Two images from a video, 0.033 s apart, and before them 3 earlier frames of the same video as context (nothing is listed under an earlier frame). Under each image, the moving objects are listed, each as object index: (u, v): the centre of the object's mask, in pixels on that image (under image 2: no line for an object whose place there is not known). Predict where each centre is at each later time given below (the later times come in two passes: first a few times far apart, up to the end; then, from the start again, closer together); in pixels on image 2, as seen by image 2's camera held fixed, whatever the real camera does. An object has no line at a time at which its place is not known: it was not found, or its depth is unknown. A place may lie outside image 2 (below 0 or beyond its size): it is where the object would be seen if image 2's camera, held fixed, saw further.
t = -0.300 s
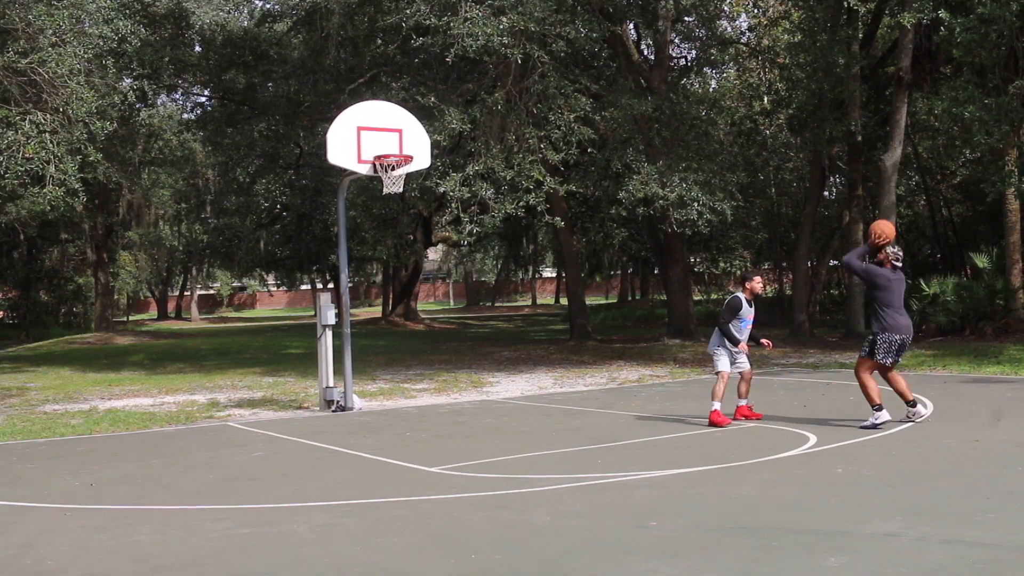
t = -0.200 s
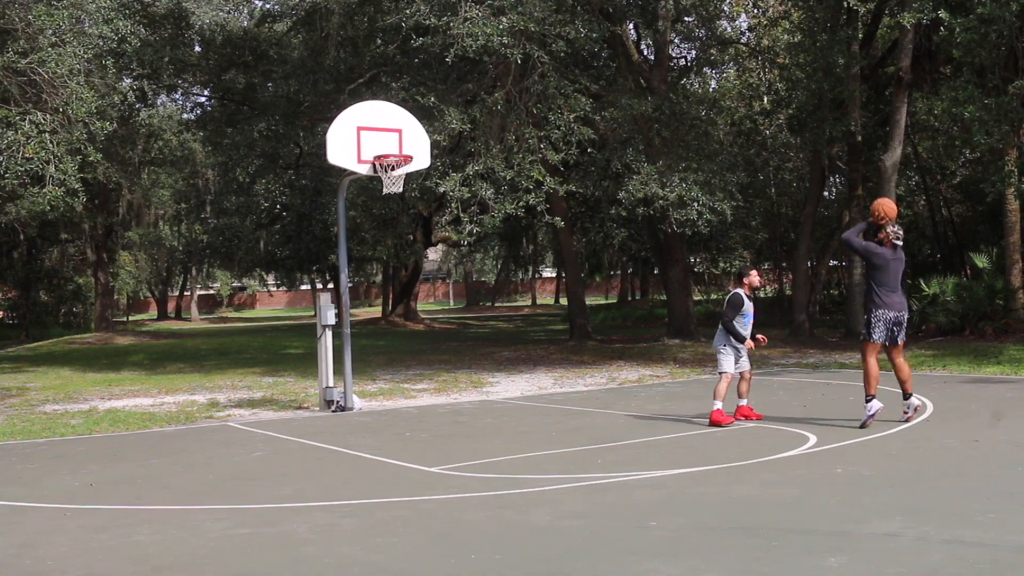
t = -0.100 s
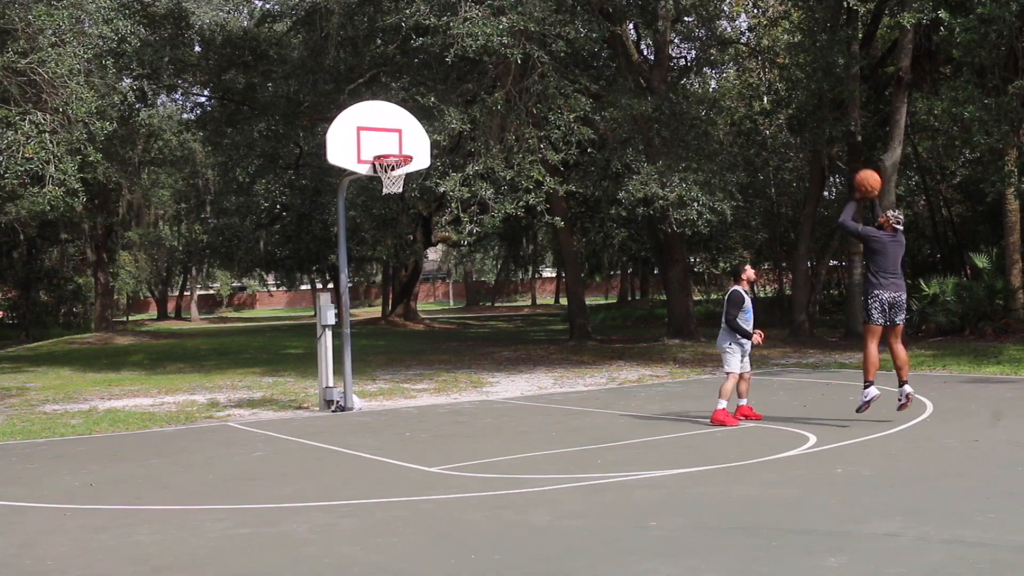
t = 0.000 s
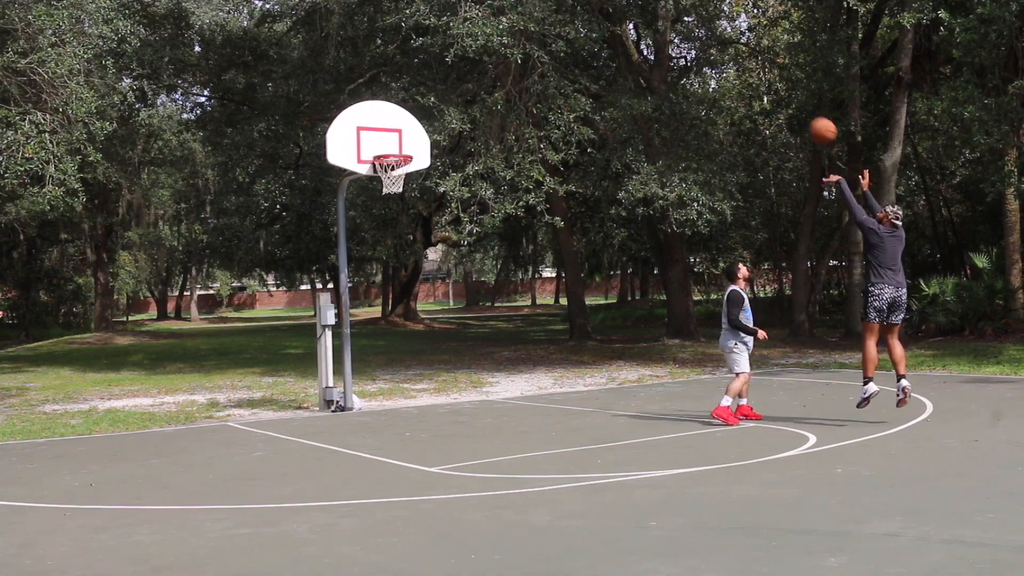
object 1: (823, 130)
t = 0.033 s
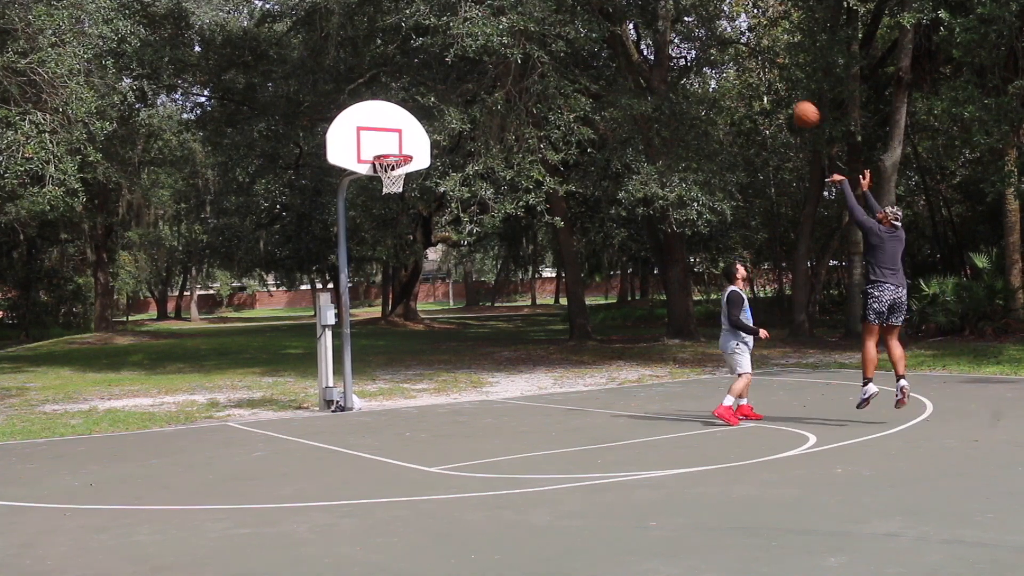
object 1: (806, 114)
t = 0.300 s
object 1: (675, 29)
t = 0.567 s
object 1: (564, 13)
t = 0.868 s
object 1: (454, 68)
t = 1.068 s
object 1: (389, 142)
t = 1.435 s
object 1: (405, 166)
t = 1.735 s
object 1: (382, 185)
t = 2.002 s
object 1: (369, 231)
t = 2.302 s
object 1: (359, 351)
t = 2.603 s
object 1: (354, 335)
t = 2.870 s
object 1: (354, 287)
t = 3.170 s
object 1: (356, 298)
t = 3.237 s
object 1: (357, 310)
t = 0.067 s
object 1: (788, 99)
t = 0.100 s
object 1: (771, 85)
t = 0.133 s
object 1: (755, 72)
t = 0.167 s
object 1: (738, 61)
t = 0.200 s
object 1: (722, 51)
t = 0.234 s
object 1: (706, 43)
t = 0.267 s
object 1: (691, 35)
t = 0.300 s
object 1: (675, 29)
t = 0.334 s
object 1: (660, 23)
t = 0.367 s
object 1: (646, 18)
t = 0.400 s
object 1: (632, 15)
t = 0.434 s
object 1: (617, 13)
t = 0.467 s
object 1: (604, 10)
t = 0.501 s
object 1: (590, 11)
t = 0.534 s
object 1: (577, 11)
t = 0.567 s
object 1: (564, 13)
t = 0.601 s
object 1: (550, 15)
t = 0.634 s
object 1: (538, 19)
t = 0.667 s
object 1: (526, 23)
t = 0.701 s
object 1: (514, 28)
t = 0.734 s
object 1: (501, 35)
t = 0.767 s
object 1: (489, 42)
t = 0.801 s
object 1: (477, 50)
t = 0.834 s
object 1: (465, 58)
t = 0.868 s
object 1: (454, 68)
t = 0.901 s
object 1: (443, 78)
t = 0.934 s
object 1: (432, 89)
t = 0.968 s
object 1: (421, 100)
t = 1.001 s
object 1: (412, 113)
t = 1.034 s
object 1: (400, 128)
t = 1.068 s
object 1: (389, 142)
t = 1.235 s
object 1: (394, 151)
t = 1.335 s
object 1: (392, 160)
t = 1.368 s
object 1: (394, 164)
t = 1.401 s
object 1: (402, 164)
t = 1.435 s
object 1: (405, 166)
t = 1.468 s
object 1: (405, 168)
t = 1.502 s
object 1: (404, 171)
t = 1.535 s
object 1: (400, 173)
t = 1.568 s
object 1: (397, 178)
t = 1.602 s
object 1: (395, 180)
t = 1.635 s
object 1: (391, 182)
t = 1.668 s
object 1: (387, 183)
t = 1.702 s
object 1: (385, 184)
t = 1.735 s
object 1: (382, 185)
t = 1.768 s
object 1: (380, 187)
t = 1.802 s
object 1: (378, 190)
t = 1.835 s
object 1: (377, 195)
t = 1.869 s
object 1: (375, 200)
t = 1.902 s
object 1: (374, 206)
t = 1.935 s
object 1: (372, 213)
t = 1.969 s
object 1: (371, 222)
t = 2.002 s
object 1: (369, 231)
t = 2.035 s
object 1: (368, 241)
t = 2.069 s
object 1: (367, 252)
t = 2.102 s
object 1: (365, 264)
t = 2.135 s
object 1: (364, 276)
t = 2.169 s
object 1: (363, 290)
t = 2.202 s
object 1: (361, 303)
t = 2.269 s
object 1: (360, 335)
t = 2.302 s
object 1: (359, 351)
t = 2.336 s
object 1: (358, 368)
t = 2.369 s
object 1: (358, 387)
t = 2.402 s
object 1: (356, 407)
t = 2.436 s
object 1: (357, 393)
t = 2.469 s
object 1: (356, 380)
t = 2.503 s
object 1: (355, 367)
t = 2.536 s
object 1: (355, 356)
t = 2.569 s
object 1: (355, 345)
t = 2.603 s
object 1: (354, 335)
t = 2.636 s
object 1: (354, 326)
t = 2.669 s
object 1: (354, 318)
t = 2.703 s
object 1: (354, 311)
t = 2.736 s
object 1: (354, 304)
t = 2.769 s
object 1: (354, 299)
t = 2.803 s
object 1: (354, 294)
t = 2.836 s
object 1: (354, 290)
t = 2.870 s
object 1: (354, 287)
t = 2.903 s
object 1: (354, 286)
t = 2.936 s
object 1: (354, 284)
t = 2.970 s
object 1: (354, 284)
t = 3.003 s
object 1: (355, 284)
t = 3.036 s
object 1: (355, 286)
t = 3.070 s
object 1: (355, 287)
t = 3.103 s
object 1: (355, 290)
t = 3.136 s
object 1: (355, 293)
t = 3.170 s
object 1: (356, 298)
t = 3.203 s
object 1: (356, 304)
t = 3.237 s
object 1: (357, 310)
